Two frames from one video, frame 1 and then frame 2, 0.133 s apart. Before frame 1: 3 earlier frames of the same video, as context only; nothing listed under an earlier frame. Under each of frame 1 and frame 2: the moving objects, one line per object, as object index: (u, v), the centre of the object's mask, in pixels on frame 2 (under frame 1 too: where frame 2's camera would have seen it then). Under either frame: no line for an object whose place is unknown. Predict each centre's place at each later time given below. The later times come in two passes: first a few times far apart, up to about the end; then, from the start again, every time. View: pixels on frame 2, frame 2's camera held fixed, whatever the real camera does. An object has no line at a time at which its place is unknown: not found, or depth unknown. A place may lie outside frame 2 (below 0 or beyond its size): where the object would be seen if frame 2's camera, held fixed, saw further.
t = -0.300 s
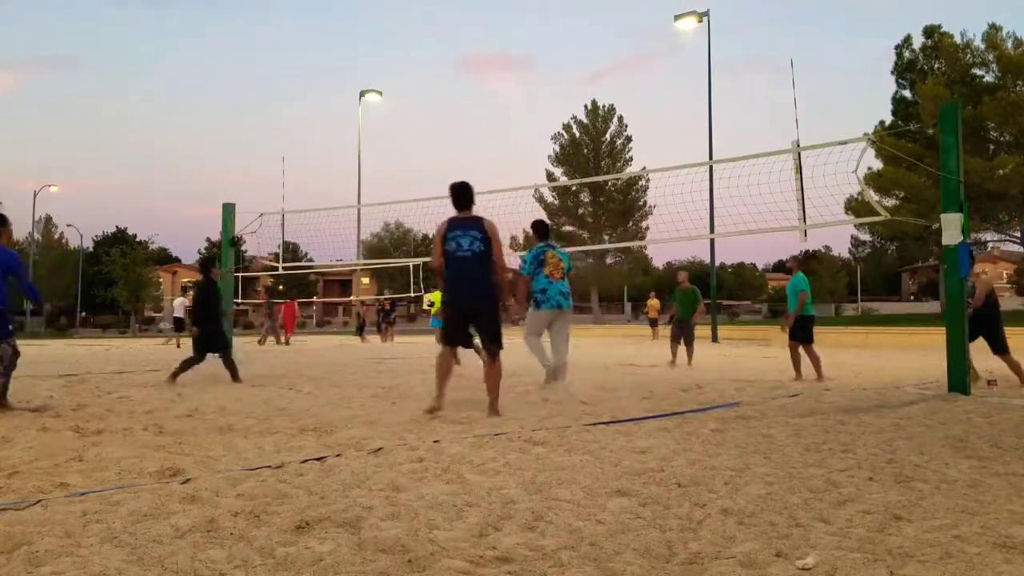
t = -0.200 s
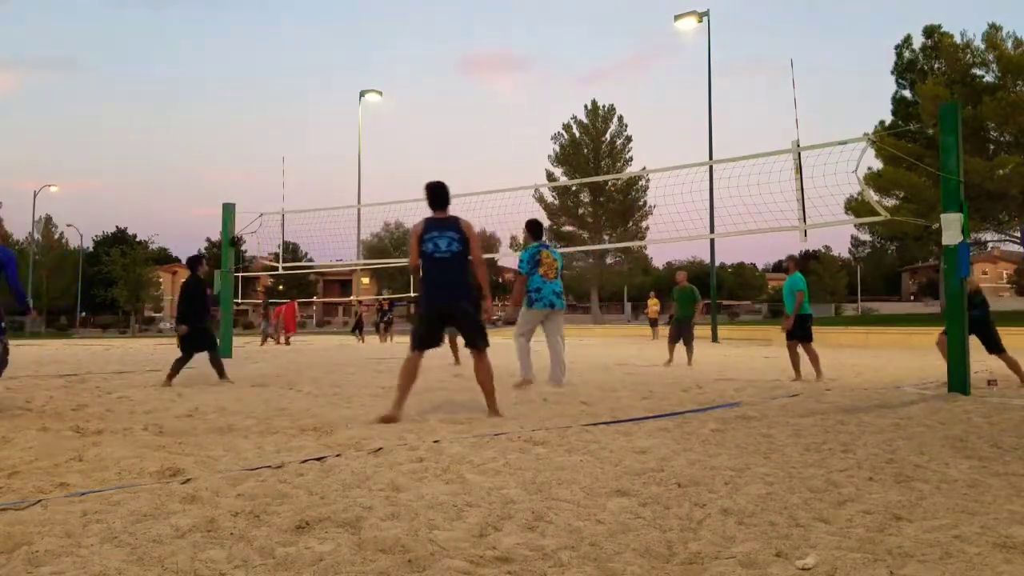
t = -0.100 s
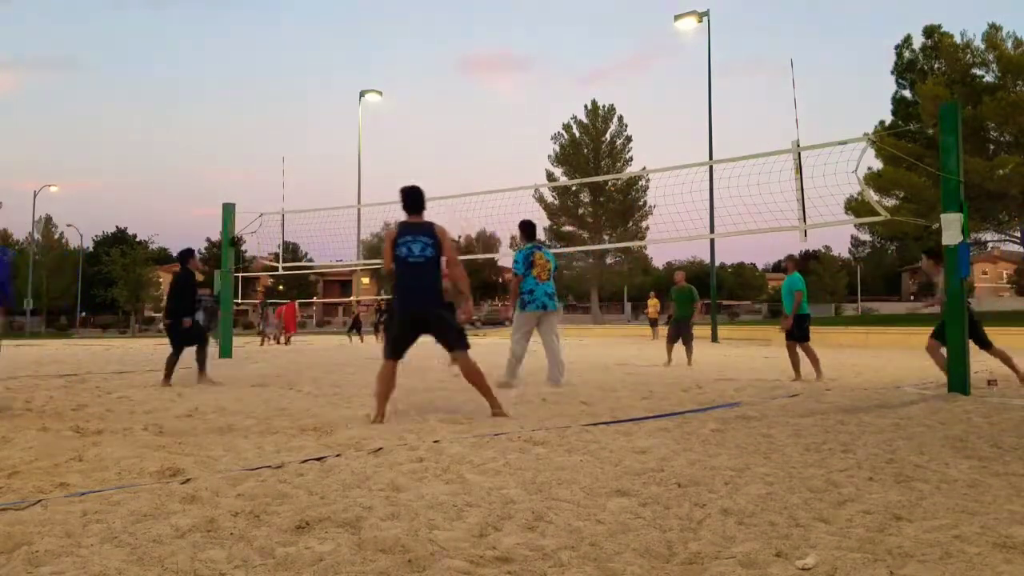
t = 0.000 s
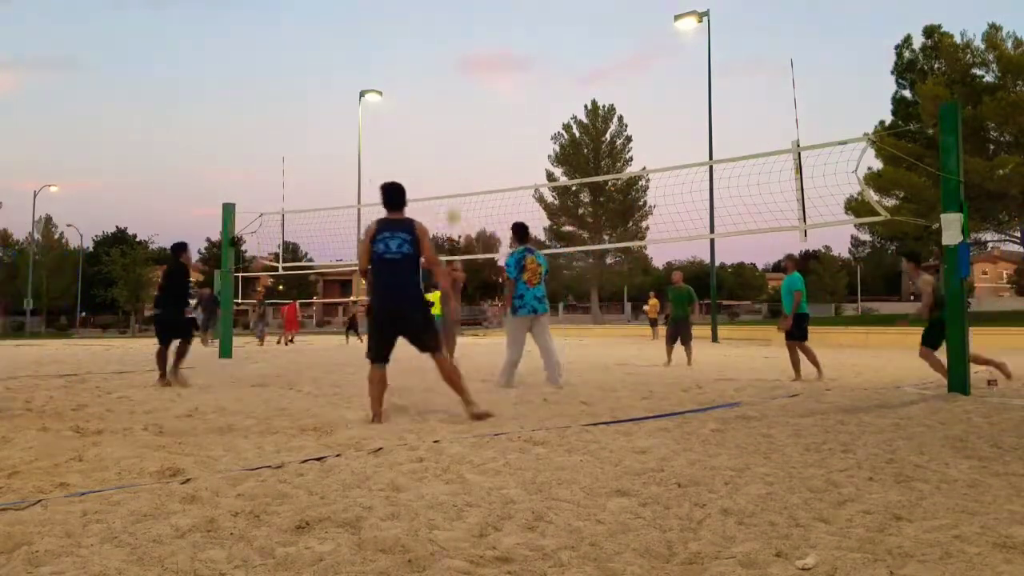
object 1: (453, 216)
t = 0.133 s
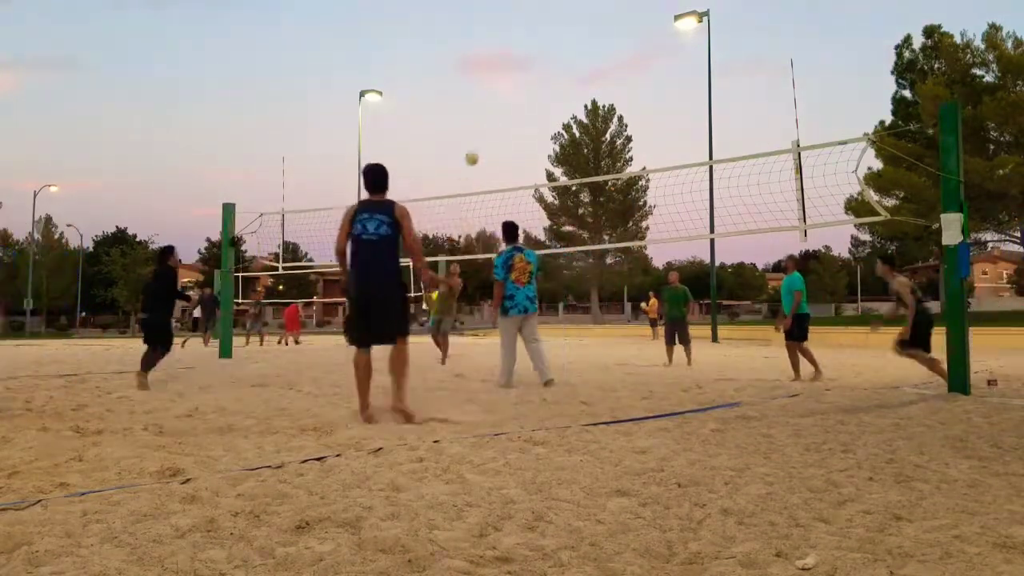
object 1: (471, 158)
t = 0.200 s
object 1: (481, 134)
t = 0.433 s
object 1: (516, 70)
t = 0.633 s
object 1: (547, 41)
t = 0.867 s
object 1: (585, 43)
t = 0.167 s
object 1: (476, 146)
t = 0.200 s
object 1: (481, 134)
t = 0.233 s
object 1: (486, 122)
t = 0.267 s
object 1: (491, 112)
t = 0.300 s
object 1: (496, 102)
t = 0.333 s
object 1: (501, 93)
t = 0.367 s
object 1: (506, 84)
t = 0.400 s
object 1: (511, 76)
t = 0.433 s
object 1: (516, 70)
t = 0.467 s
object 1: (521, 64)
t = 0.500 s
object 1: (526, 57)
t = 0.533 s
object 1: (531, 52)
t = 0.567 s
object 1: (537, 47)
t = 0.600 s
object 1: (542, 44)
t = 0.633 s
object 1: (547, 41)
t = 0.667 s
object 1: (552, 39)
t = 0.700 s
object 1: (558, 38)
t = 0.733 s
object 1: (563, 37)
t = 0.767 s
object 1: (568, 37)
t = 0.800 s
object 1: (574, 38)
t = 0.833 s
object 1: (580, 40)
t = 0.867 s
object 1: (585, 43)
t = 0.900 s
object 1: (591, 46)
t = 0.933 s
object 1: (596, 50)
